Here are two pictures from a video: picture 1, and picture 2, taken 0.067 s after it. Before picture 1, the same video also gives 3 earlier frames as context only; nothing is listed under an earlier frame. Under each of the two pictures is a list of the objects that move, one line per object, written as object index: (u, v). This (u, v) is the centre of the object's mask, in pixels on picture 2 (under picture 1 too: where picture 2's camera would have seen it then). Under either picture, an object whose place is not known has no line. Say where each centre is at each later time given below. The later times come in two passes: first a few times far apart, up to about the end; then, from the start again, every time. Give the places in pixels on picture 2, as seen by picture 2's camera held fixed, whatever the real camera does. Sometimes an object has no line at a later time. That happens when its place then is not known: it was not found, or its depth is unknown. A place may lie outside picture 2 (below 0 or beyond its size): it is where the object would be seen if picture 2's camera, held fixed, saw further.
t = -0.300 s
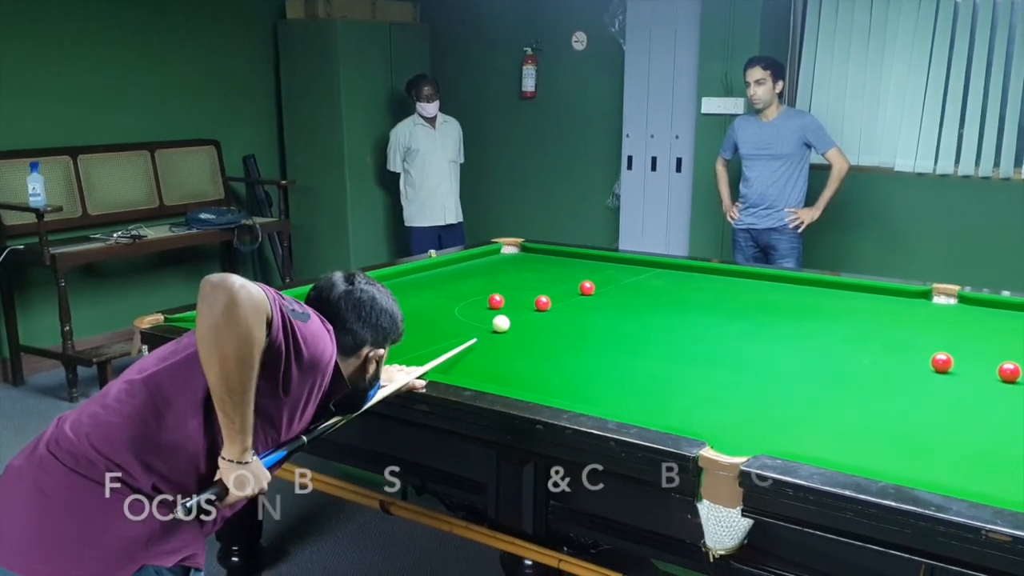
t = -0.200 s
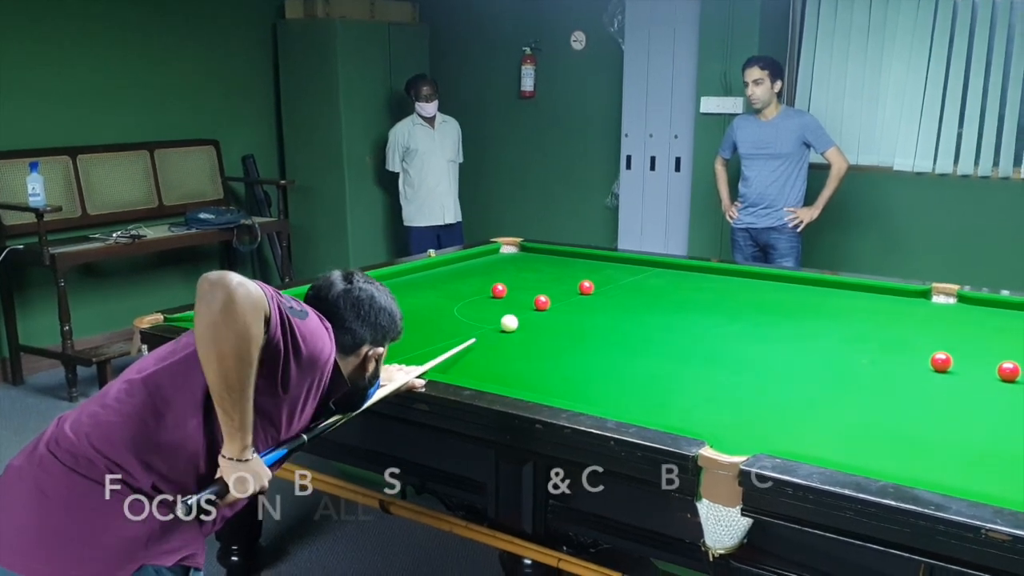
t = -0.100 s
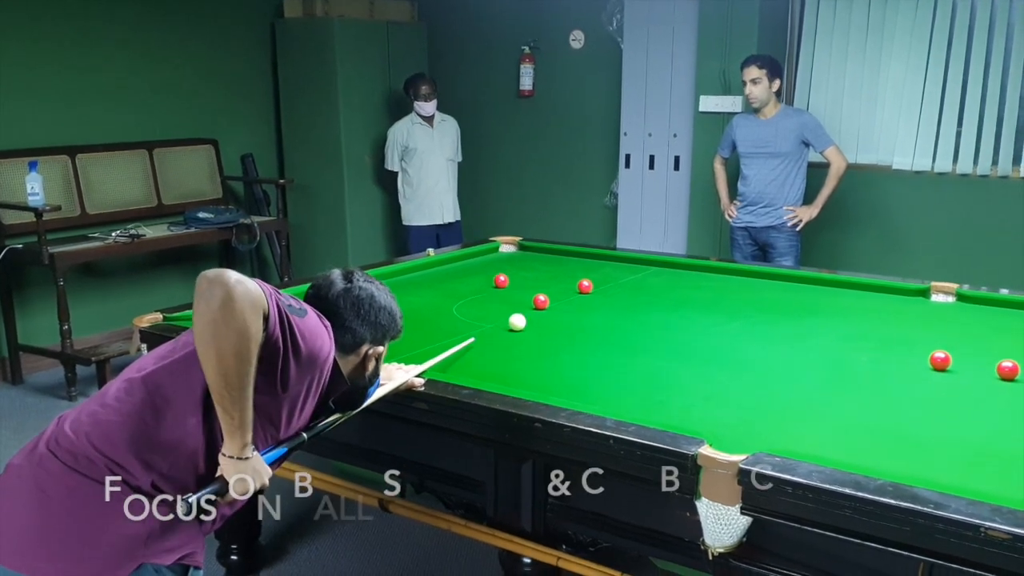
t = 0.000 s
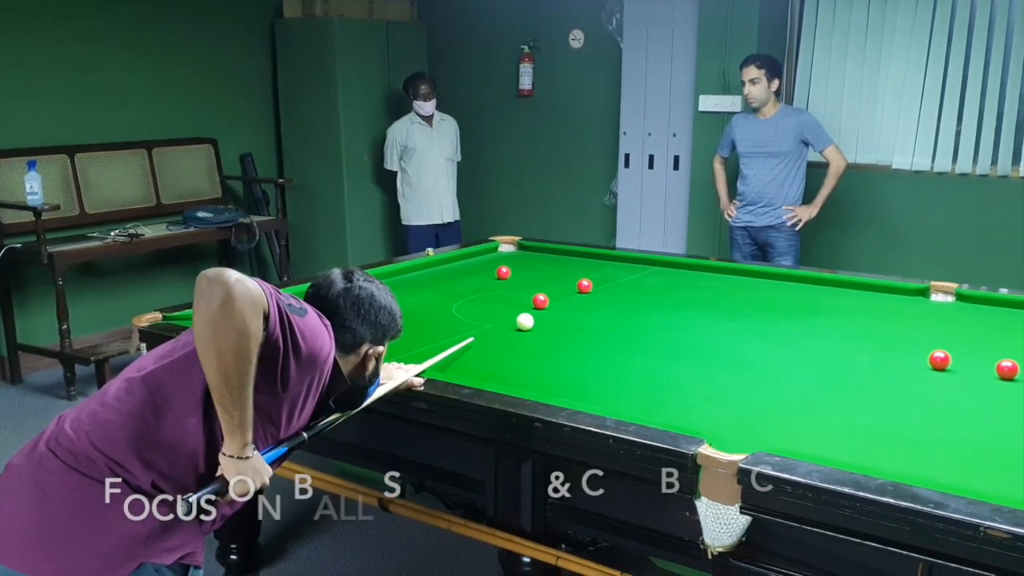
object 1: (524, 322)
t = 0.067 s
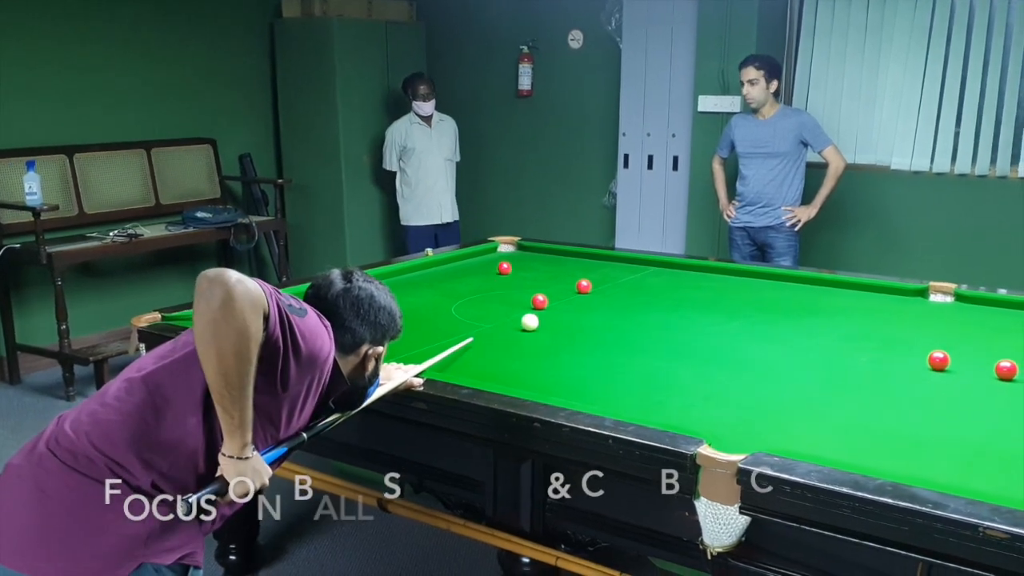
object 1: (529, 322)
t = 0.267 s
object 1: (545, 322)
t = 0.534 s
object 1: (564, 322)
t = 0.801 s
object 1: (580, 322)
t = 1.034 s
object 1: (593, 322)
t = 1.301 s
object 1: (606, 322)
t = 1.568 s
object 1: (616, 322)
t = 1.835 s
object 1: (624, 322)
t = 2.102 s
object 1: (630, 322)
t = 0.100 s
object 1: (532, 322)
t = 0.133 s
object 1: (535, 322)
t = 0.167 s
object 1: (537, 322)
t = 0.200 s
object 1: (540, 322)
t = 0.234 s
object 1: (543, 322)
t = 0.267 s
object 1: (545, 322)
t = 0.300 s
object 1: (548, 322)
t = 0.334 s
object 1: (550, 322)
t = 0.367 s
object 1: (553, 322)
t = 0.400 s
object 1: (555, 322)
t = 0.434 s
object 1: (558, 322)
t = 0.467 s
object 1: (560, 322)
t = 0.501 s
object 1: (562, 322)
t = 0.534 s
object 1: (564, 322)
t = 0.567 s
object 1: (567, 322)
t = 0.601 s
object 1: (569, 322)
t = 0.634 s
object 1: (571, 322)
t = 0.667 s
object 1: (573, 322)
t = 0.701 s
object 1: (575, 322)
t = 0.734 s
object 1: (577, 322)
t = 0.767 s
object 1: (579, 322)
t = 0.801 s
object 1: (580, 322)
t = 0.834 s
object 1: (582, 322)
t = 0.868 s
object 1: (584, 322)
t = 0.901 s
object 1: (586, 322)
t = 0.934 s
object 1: (588, 322)
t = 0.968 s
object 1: (590, 322)
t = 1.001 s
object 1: (591, 322)
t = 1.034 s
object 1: (593, 322)
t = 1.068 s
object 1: (595, 322)
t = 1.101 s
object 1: (596, 322)
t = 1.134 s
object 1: (598, 322)
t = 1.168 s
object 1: (600, 322)
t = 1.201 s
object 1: (601, 322)
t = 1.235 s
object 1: (603, 322)
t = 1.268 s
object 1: (604, 322)
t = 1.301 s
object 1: (606, 322)
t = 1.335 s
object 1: (607, 322)
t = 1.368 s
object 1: (609, 322)
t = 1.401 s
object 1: (611, 322)
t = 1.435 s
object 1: (612, 321)
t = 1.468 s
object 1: (613, 322)
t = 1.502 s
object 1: (614, 322)
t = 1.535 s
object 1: (615, 322)
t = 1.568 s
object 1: (616, 322)
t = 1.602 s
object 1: (617, 322)
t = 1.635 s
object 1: (618, 322)
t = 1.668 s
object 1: (619, 322)
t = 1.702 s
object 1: (621, 322)
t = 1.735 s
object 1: (622, 322)
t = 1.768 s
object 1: (622, 322)
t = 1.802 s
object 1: (623, 322)
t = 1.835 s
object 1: (624, 322)
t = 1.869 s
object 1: (625, 322)
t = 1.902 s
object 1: (626, 322)
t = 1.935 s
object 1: (627, 322)
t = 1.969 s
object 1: (628, 322)
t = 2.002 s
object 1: (628, 322)
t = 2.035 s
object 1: (629, 322)
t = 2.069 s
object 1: (630, 322)
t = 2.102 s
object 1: (630, 322)
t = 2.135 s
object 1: (631, 322)
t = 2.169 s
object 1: (631, 322)
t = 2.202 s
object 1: (632, 322)
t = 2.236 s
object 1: (632, 322)
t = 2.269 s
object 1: (632, 322)
